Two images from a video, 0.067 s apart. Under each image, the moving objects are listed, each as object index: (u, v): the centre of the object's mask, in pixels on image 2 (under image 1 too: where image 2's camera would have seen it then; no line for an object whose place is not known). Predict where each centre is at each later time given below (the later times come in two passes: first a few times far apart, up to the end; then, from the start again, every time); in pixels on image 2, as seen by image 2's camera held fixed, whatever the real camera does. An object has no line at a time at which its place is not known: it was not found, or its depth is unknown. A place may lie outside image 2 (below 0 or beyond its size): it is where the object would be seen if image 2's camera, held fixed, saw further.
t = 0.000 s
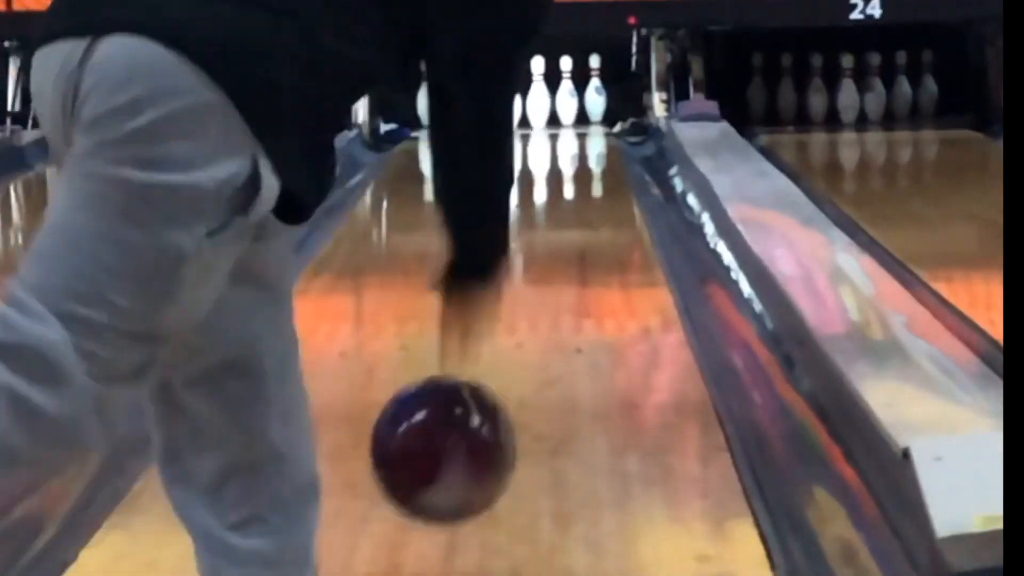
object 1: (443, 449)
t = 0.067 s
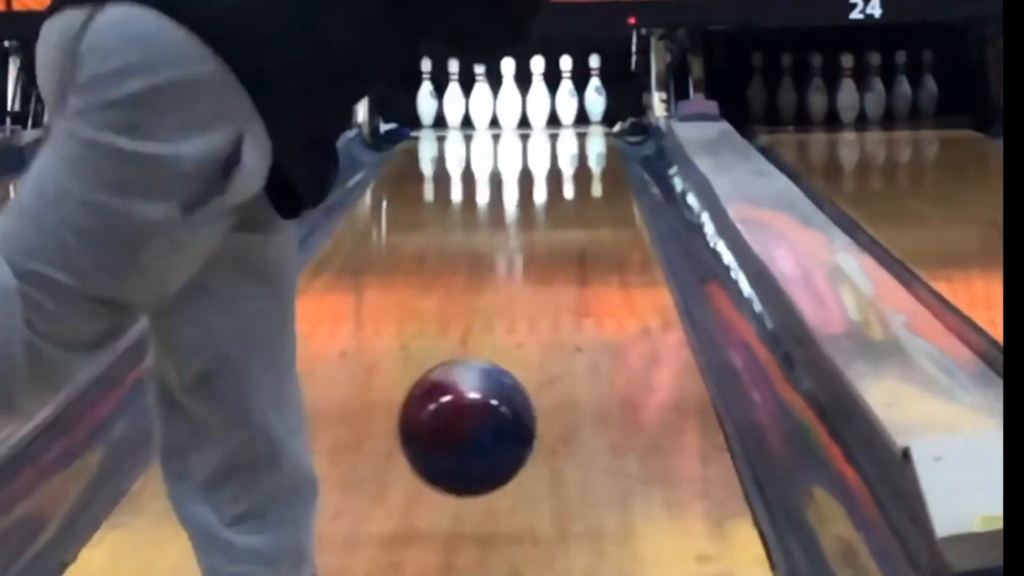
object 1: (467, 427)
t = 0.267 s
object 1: (519, 389)
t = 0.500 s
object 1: (554, 317)
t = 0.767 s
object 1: (577, 261)
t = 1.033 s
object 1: (595, 220)
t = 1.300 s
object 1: (603, 186)
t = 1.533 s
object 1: (601, 166)
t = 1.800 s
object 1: (593, 148)
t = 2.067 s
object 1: (574, 133)
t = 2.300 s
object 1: (546, 123)
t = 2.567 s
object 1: (515, 114)
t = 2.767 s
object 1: (498, 106)
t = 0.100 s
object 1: (478, 427)
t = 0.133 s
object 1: (487, 433)
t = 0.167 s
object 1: (496, 429)
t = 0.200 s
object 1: (503, 411)
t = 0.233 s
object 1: (511, 402)
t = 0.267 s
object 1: (519, 389)
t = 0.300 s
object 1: (525, 375)
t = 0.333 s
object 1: (529, 364)
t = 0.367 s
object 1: (536, 355)
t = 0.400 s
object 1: (541, 345)
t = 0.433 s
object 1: (545, 335)
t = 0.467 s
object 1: (550, 326)
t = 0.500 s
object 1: (554, 317)
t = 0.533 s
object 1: (558, 309)
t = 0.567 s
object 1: (561, 301)
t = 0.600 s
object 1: (563, 293)
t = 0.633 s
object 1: (568, 286)
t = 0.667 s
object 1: (572, 279)
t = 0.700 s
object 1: (575, 273)
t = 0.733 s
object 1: (578, 266)
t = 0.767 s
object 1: (577, 261)
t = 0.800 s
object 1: (583, 254)
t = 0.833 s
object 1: (591, 251)
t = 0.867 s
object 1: (587, 244)
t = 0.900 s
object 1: (589, 238)
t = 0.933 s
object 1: (591, 232)
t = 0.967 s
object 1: (590, 229)
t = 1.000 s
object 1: (595, 224)
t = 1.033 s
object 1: (595, 220)
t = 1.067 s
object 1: (598, 215)
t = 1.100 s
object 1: (599, 211)
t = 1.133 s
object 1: (598, 205)
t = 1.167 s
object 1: (598, 204)
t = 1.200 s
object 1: (600, 197)
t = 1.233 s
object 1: (601, 196)
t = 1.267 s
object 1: (602, 191)
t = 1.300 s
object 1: (603, 186)
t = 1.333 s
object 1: (601, 185)
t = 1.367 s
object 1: (603, 181)
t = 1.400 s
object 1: (603, 179)
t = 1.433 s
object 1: (602, 176)
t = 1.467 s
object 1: (603, 172)
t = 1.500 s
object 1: (603, 170)
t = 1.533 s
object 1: (601, 166)
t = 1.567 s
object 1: (601, 164)
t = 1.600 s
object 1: (599, 163)
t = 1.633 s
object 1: (599, 160)
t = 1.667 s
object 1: (598, 156)
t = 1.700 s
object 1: (597, 153)
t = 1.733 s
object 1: (596, 153)
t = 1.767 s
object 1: (594, 150)
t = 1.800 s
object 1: (593, 148)
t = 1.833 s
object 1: (590, 145)
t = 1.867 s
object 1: (588, 144)
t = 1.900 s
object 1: (587, 142)
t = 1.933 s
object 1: (584, 141)
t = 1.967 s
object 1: (582, 138)
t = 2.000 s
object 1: (580, 136)
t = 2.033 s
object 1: (577, 135)
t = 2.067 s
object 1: (574, 133)
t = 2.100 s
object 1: (571, 131)
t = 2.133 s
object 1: (567, 130)
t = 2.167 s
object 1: (564, 128)
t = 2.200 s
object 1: (559, 127)
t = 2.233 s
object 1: (556, 125)
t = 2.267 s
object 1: (551, 124)
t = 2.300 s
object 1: (546, 123)
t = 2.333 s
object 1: (543, 122)
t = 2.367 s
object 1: (539, 121)
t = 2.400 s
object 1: (536, 119)
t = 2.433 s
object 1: (531, 118)
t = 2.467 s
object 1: (528, 116)
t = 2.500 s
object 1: (524, 115)
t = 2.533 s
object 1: (519, 114)
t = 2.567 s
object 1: (515, 114)
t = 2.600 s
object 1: (513, 112)
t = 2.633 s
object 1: (509, 106)
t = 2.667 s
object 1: (512, 107)
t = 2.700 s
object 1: (506, 108)
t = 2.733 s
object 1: (502, 105)
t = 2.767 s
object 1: (498, 106)
